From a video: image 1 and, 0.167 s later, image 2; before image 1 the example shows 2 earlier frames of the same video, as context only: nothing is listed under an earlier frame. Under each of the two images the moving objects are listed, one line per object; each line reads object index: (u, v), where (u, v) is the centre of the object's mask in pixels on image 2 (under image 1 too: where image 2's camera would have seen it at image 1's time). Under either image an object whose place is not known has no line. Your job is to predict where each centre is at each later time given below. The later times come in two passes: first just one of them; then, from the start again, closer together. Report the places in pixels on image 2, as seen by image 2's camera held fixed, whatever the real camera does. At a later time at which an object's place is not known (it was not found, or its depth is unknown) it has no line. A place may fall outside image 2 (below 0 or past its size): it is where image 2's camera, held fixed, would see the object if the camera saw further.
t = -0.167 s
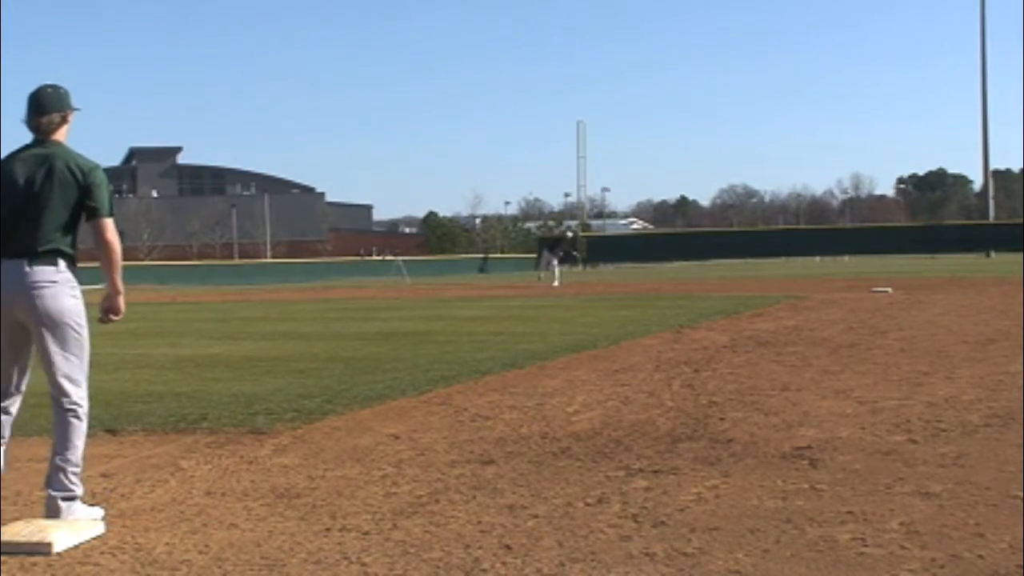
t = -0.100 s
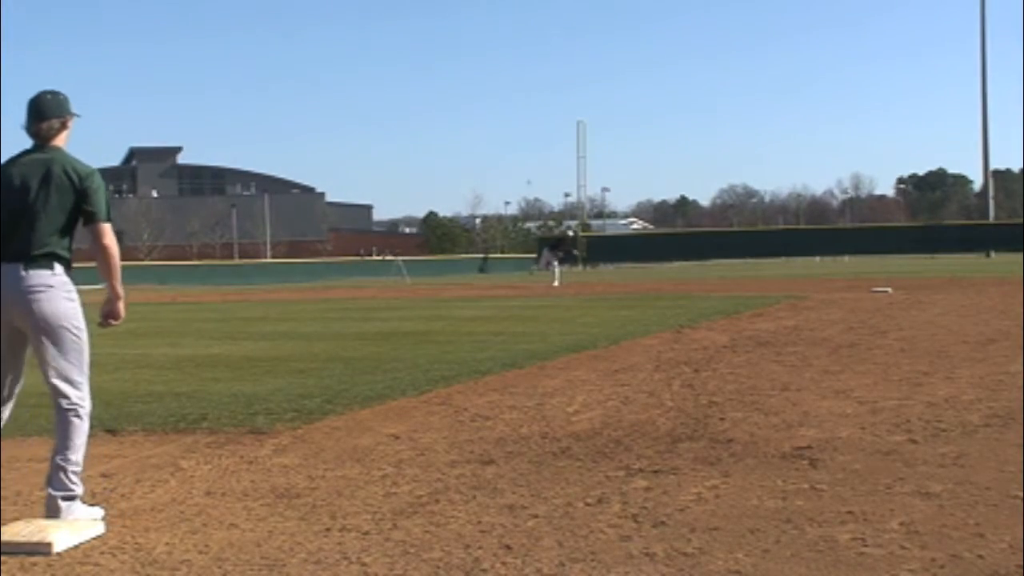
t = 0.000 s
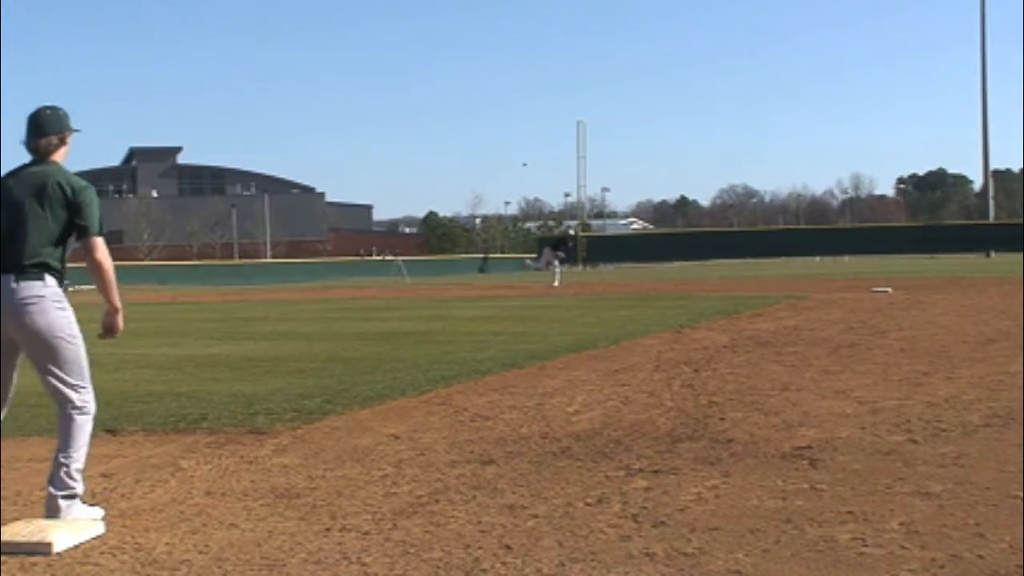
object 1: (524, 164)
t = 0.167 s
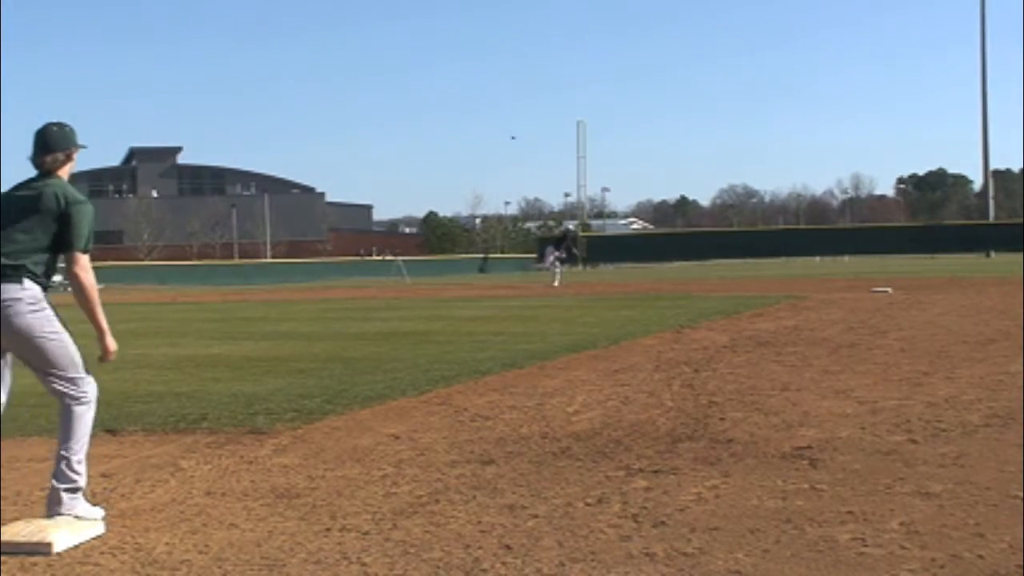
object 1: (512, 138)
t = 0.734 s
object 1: (361, 90)
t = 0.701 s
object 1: (383, 88)
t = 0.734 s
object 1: (361, 90)
